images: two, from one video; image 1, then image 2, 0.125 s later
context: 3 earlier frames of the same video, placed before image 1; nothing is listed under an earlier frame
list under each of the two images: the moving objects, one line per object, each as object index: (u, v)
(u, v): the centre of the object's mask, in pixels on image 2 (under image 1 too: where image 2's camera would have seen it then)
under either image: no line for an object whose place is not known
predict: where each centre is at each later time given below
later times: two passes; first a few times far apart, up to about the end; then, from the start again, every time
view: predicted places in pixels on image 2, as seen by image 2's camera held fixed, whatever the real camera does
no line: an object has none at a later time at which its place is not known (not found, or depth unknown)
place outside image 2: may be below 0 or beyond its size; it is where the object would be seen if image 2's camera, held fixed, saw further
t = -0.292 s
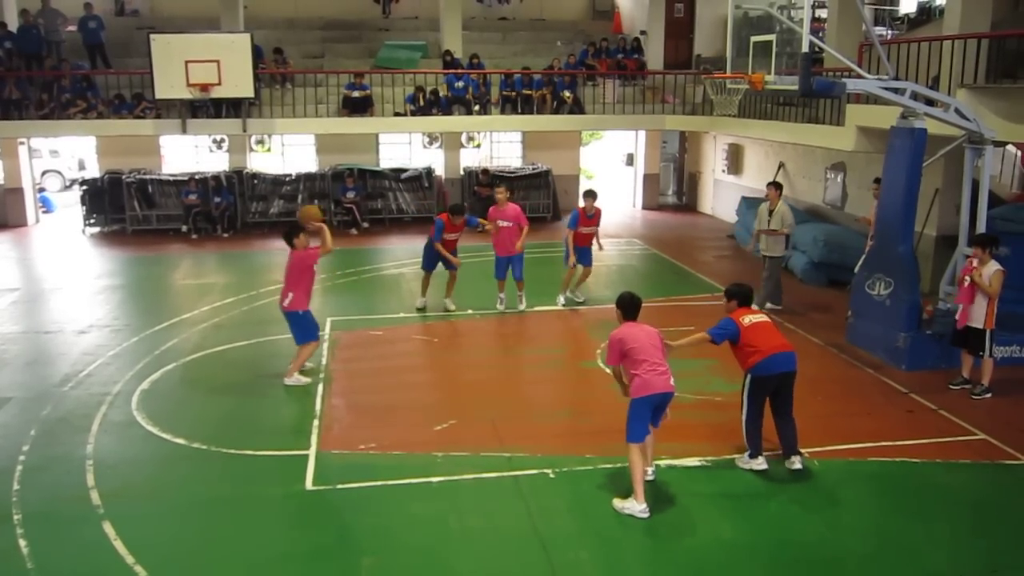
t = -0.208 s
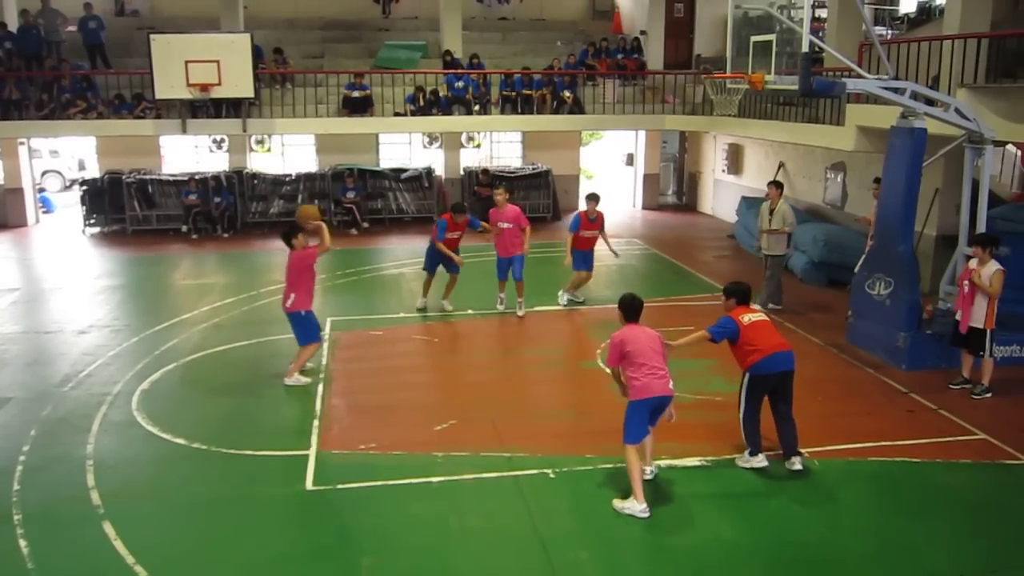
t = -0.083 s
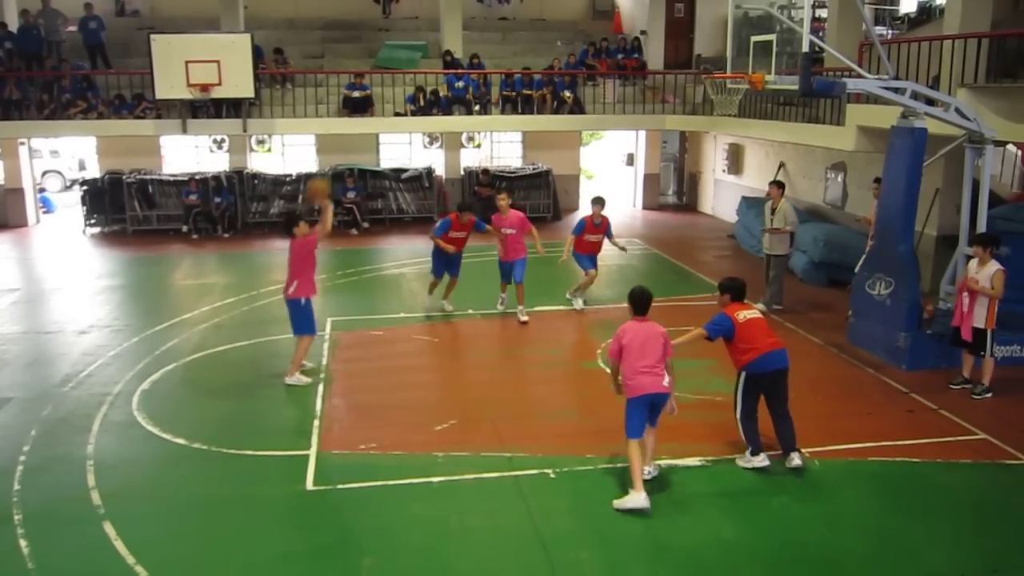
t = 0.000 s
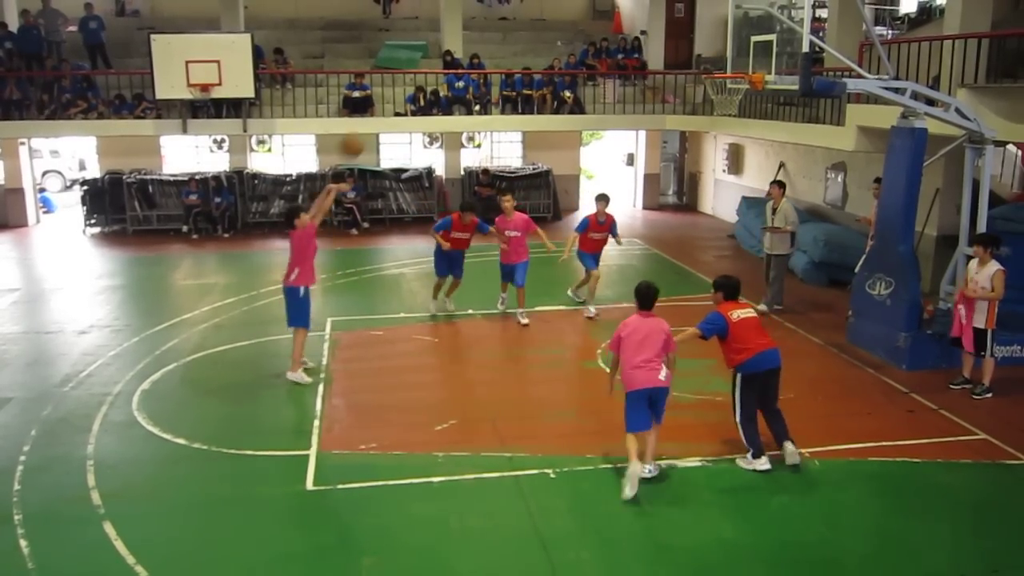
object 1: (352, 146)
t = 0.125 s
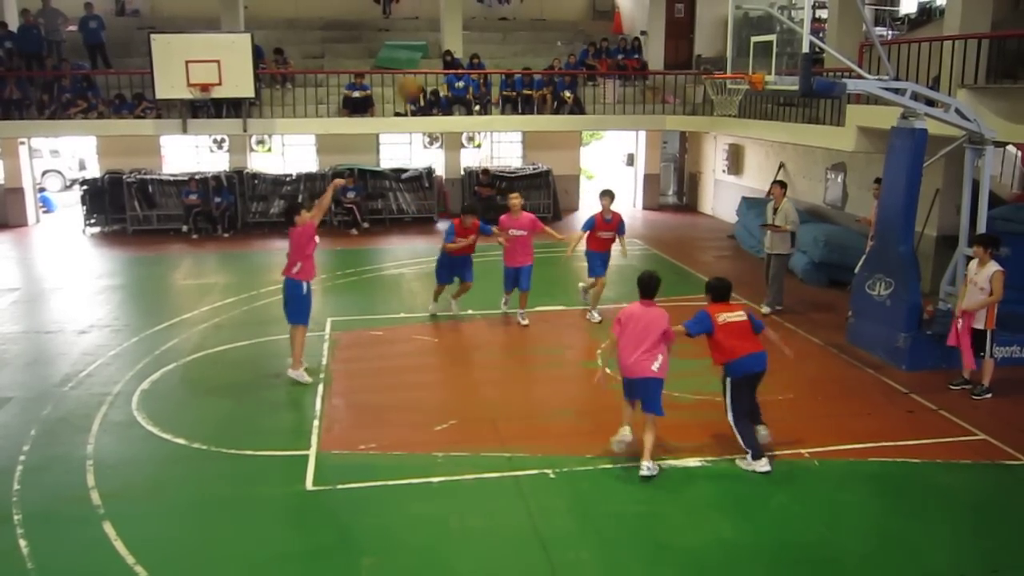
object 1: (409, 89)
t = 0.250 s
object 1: (466, 47)
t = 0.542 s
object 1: (594, 16)
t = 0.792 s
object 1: (694, 55)
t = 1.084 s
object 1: (732, 35)
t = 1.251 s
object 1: (708, 38)
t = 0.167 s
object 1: (426, 72)
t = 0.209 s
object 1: (446, 59)
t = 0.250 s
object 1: (466, 47)
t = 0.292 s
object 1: (485, 37)
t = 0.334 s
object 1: (503, 29)
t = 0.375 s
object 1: (522, 22)
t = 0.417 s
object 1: (540, 18)
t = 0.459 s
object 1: (558, 16)
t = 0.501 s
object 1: (576, 15)
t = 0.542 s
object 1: (594, 16)
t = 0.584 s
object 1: (610, 17)
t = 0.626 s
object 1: (630, 23)
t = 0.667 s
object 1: (647, 29)
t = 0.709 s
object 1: (662, 37)
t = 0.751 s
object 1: (679, 45)
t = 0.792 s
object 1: (694, 55)
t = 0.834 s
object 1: (707, 62)
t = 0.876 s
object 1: (712, 52)
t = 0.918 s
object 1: (718, 47)
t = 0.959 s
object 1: (723, 43)
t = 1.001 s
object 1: (728, 39)
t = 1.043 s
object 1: (732, 37)
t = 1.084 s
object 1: (732, 35)
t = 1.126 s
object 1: (727, 34)
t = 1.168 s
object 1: (721, 34)
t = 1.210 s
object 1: (715, 35)
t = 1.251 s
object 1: (708, 38)
